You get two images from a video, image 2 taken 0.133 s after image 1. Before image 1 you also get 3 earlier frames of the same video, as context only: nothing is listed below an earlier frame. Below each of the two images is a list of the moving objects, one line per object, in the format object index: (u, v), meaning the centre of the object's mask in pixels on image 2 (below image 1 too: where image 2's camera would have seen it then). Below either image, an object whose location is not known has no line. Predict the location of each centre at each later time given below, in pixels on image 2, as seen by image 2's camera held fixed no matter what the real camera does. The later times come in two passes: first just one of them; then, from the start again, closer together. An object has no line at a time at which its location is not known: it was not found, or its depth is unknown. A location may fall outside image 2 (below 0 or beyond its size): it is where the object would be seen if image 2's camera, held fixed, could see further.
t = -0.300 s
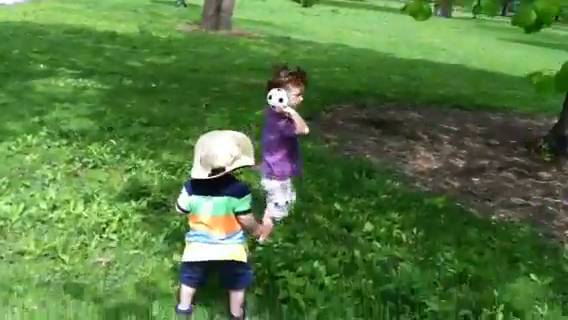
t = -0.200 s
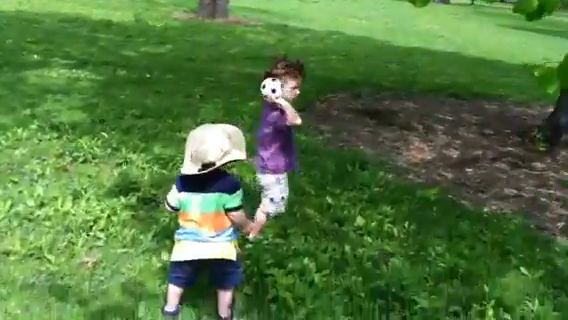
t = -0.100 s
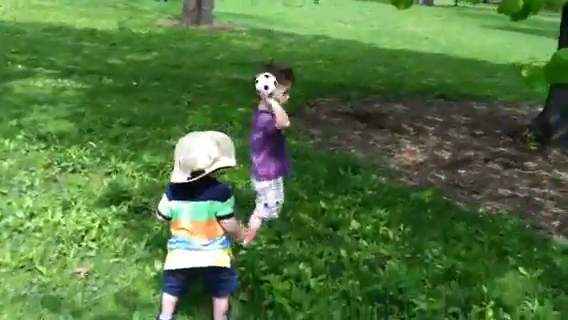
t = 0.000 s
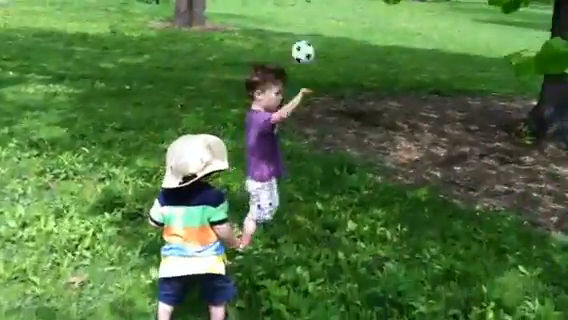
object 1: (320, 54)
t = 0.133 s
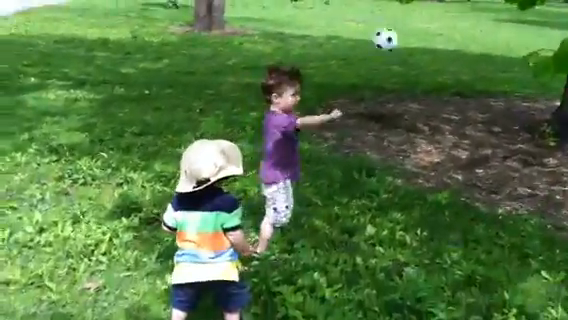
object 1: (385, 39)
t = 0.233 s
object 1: (431, 54)
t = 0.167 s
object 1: (400, 41)
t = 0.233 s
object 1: (431, 54)
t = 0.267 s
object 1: (447, 65)
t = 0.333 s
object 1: (475, 97)
